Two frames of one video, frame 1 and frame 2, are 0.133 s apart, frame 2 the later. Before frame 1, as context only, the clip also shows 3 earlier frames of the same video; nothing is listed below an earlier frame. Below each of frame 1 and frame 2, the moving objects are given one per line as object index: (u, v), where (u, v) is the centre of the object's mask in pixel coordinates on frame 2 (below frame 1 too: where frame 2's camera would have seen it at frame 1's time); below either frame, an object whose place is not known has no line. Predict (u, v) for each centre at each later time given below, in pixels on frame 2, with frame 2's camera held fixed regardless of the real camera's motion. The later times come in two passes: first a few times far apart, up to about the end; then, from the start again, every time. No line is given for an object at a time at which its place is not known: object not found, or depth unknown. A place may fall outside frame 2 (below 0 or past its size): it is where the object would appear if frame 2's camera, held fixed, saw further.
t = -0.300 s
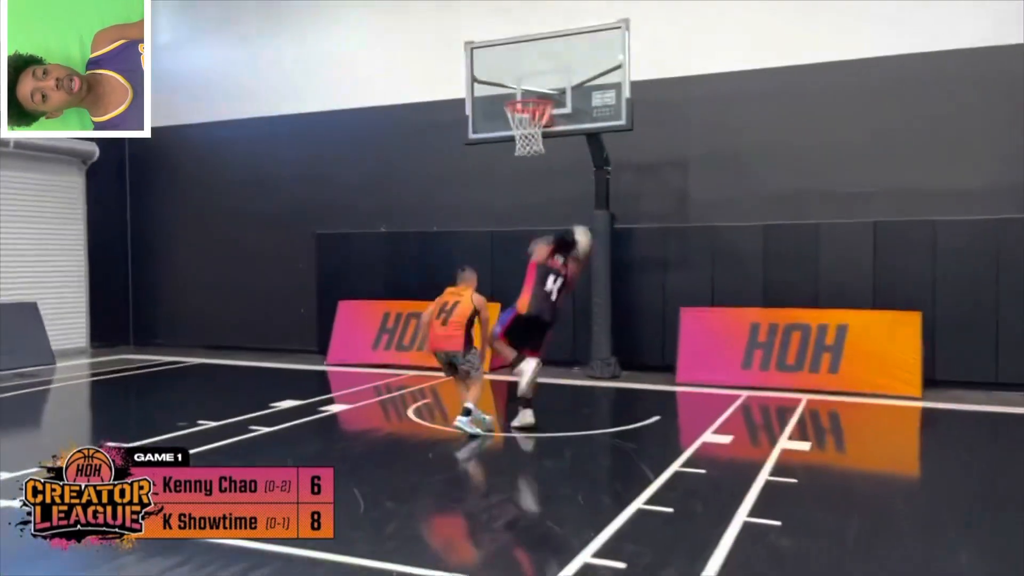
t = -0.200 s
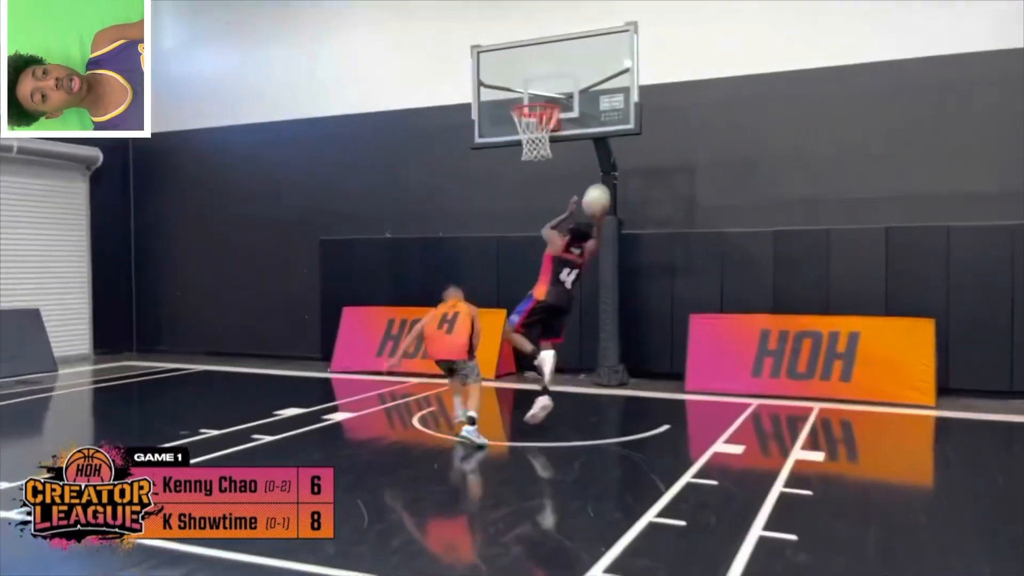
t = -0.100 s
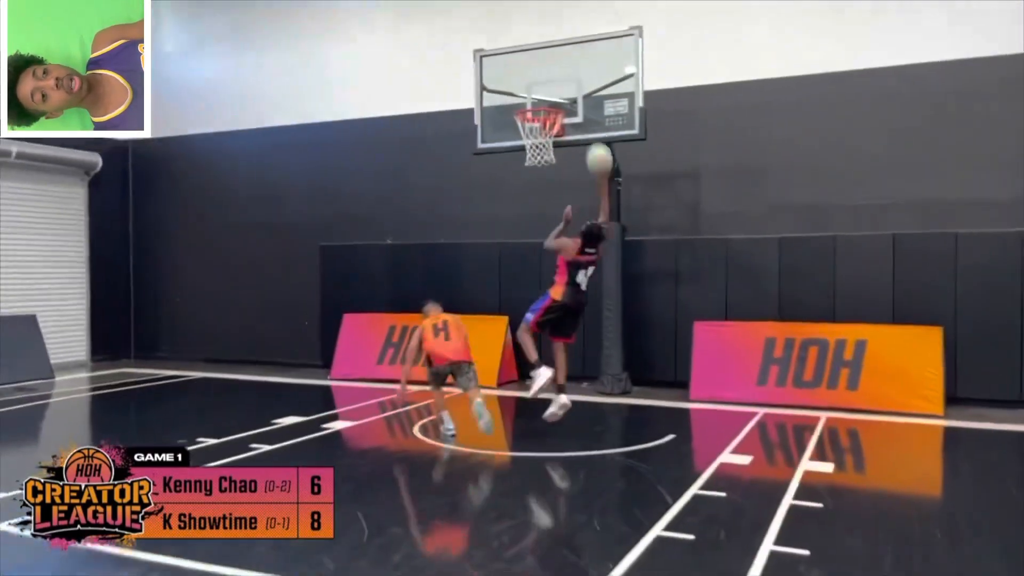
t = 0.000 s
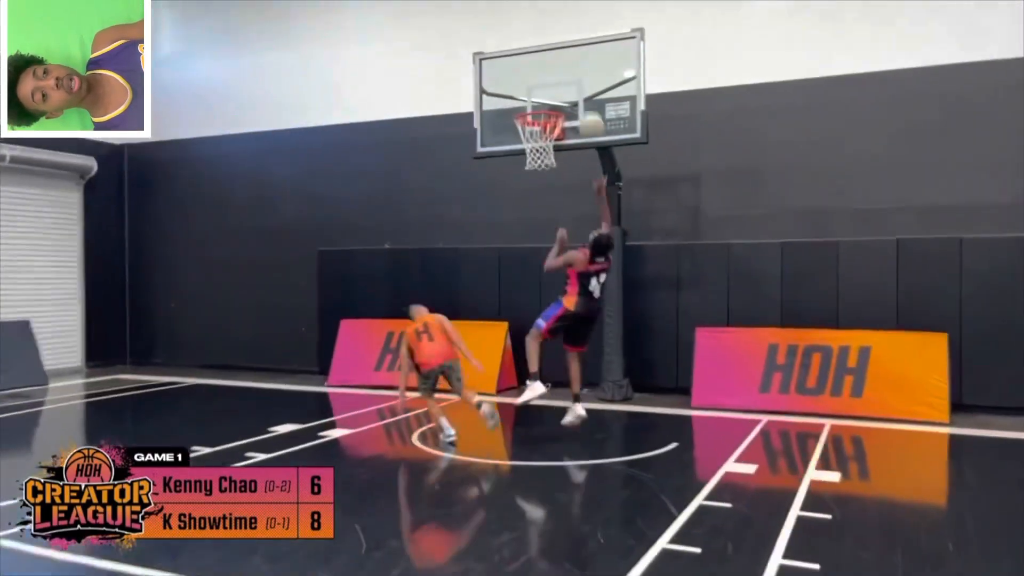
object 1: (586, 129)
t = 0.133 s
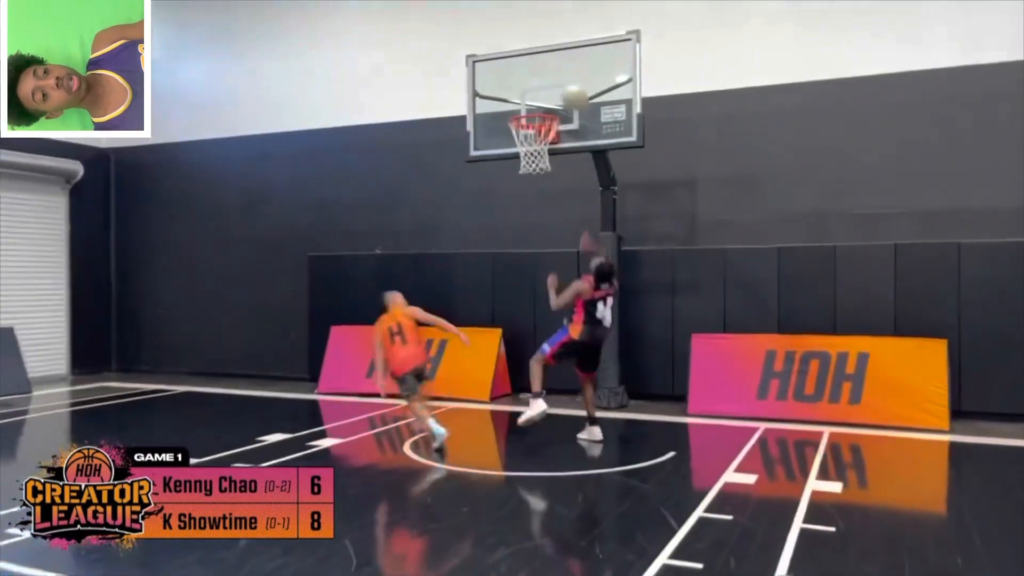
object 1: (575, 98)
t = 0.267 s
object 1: (559, 86)
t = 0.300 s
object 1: (554, 86)
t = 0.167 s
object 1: (571, 93)
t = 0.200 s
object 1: (568, 90)
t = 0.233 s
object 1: (564, 87)
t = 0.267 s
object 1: (559, 86)
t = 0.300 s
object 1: (554, 86)
